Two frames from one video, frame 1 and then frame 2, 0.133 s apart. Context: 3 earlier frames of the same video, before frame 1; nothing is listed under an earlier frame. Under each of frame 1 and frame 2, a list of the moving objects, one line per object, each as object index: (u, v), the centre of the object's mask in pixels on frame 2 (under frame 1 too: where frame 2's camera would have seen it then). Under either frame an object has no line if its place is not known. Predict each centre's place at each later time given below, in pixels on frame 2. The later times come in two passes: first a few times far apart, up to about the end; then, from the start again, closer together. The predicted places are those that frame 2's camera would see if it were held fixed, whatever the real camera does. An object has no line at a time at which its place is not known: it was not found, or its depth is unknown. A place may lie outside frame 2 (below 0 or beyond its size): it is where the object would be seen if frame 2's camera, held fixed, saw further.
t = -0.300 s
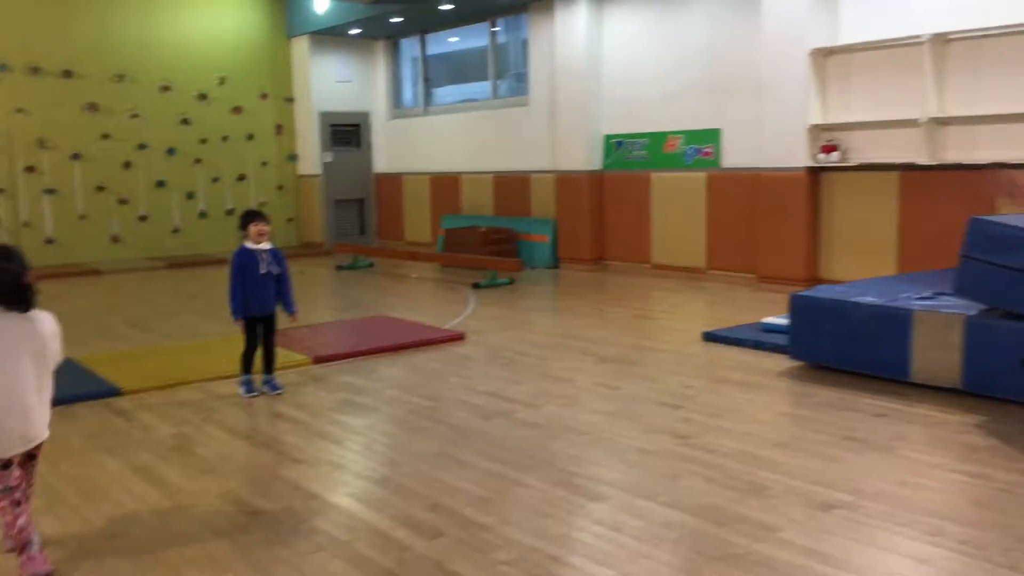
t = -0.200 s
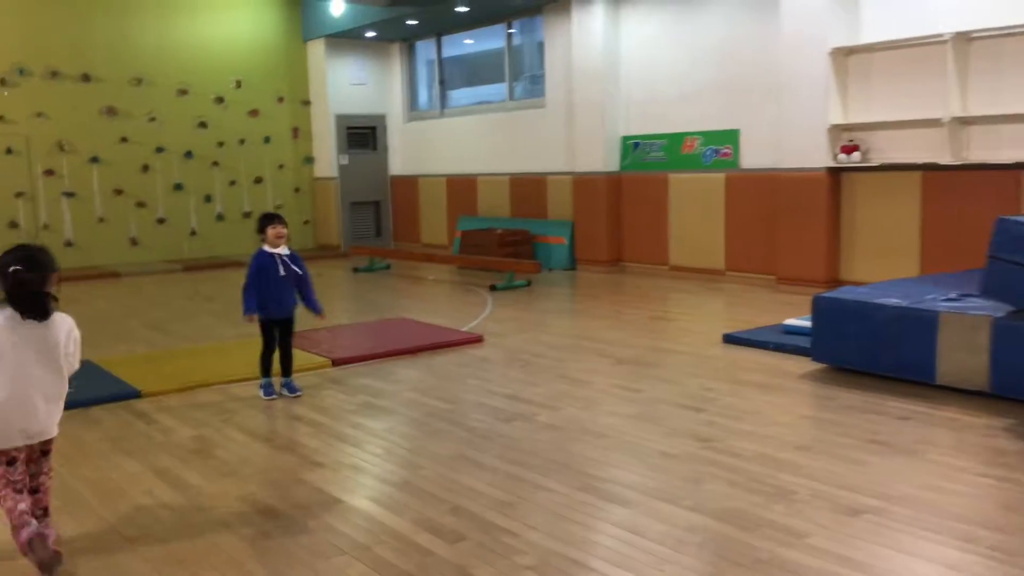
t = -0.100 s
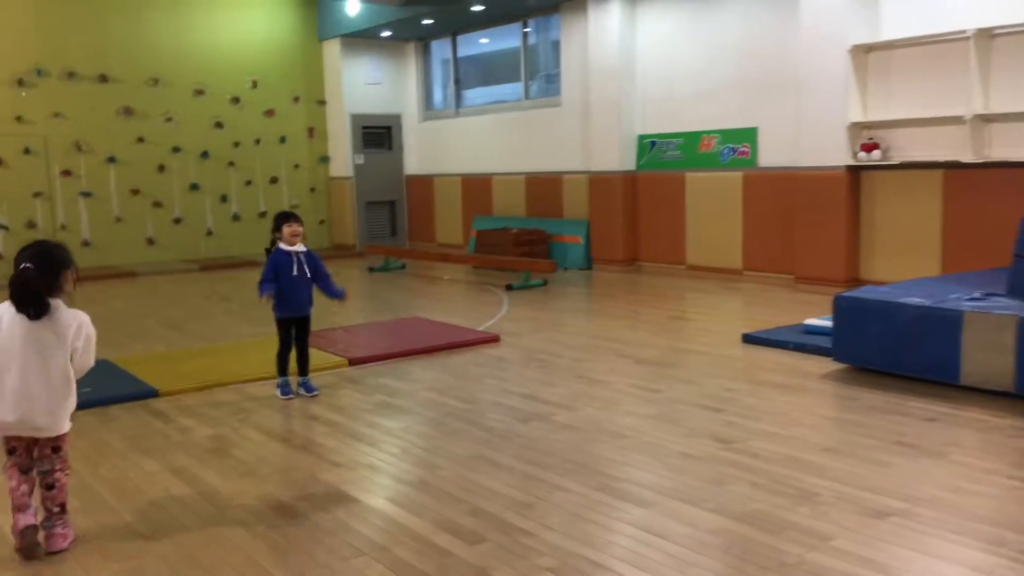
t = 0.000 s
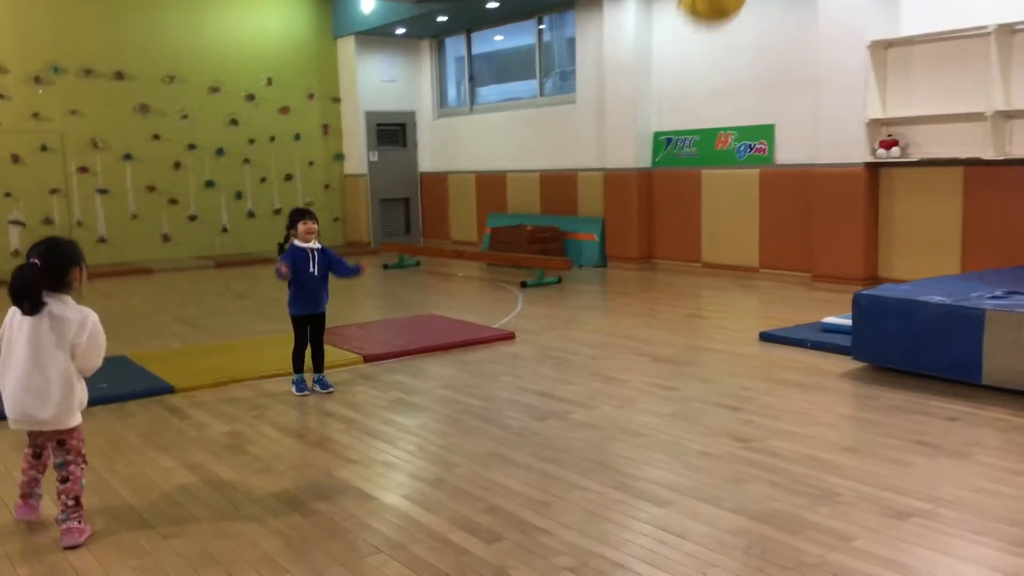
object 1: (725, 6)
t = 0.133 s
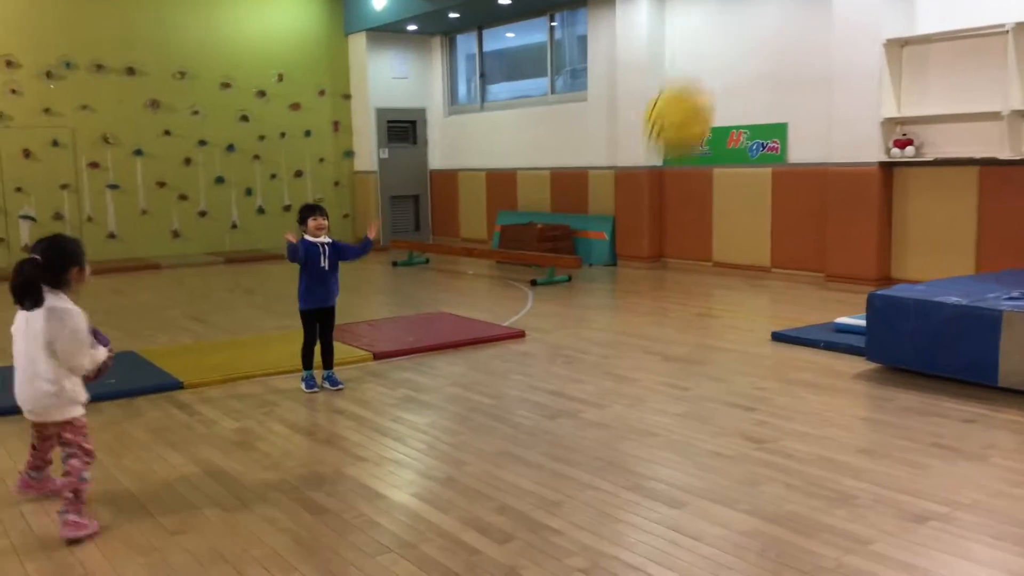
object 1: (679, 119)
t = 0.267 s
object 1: (637, 283)
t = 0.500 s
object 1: (574, 359)
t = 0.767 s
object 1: (518, 197)
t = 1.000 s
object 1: (473, 204)
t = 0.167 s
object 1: (667, 162)
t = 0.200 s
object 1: (657, 200)
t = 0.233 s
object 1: (647, 238)
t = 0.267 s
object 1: (637, 283)
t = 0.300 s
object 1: (627, 334)
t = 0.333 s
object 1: (616, 385)
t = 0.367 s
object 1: (606, 433)
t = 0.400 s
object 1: (597, 466)
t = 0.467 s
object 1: (581, 394)
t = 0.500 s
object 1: (574, 359)
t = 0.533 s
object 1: (567, 329)
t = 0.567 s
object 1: (559, 300)
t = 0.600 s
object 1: (553, 275)
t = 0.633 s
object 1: (548, 254)
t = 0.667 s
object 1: (541, 237)
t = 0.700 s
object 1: (533, 221)
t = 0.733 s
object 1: (525, 207)
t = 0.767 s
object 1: (518, 197)
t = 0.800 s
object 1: (511, 190)
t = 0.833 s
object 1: (505, 186)
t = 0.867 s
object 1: (498, 184)
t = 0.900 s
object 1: (492, 185)
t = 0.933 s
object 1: (485, 189)
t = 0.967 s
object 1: (478, 195)
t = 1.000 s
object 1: (473, 204)
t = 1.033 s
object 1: (467, 215)
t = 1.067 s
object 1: (461, 228)
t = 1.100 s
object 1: (455, 244)
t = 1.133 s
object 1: (448, 263)
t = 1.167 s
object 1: (445, 283)
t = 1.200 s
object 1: (439, 306)
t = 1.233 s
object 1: (432, 331)
